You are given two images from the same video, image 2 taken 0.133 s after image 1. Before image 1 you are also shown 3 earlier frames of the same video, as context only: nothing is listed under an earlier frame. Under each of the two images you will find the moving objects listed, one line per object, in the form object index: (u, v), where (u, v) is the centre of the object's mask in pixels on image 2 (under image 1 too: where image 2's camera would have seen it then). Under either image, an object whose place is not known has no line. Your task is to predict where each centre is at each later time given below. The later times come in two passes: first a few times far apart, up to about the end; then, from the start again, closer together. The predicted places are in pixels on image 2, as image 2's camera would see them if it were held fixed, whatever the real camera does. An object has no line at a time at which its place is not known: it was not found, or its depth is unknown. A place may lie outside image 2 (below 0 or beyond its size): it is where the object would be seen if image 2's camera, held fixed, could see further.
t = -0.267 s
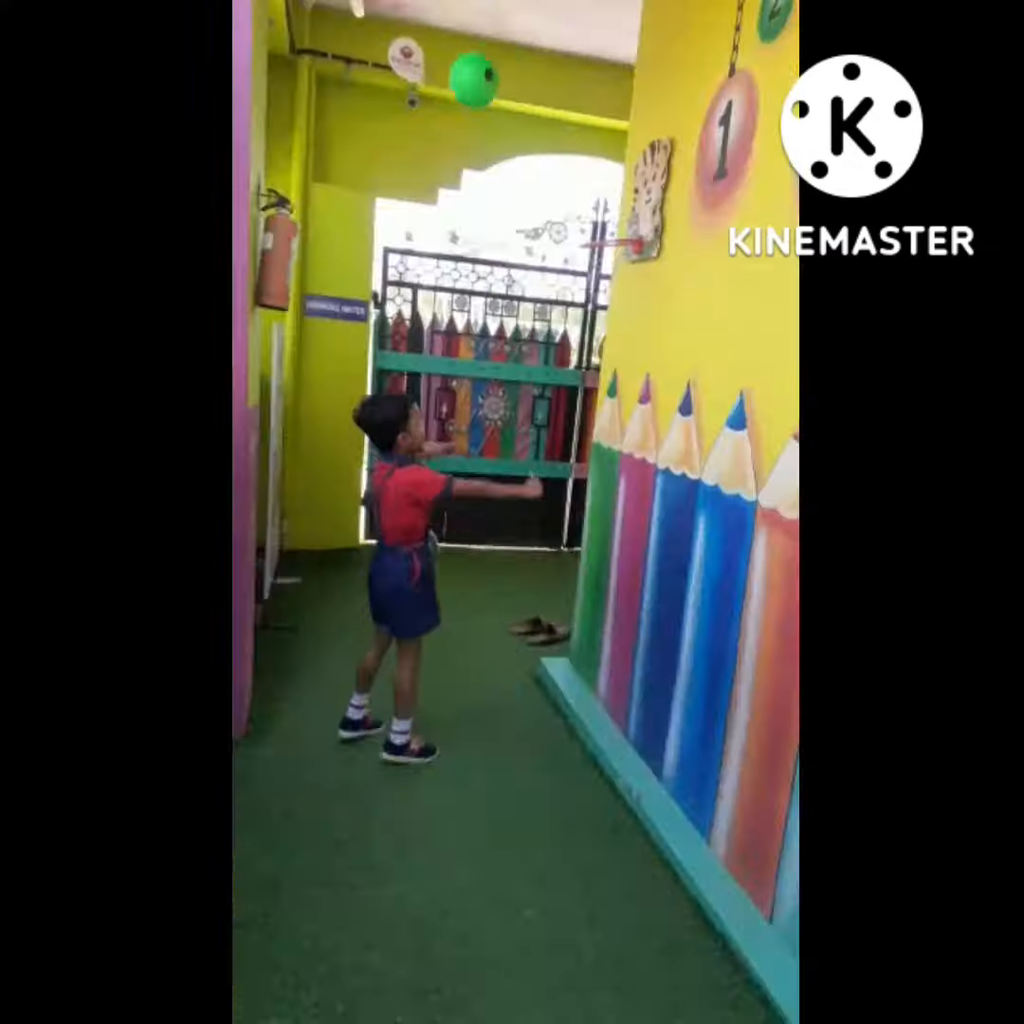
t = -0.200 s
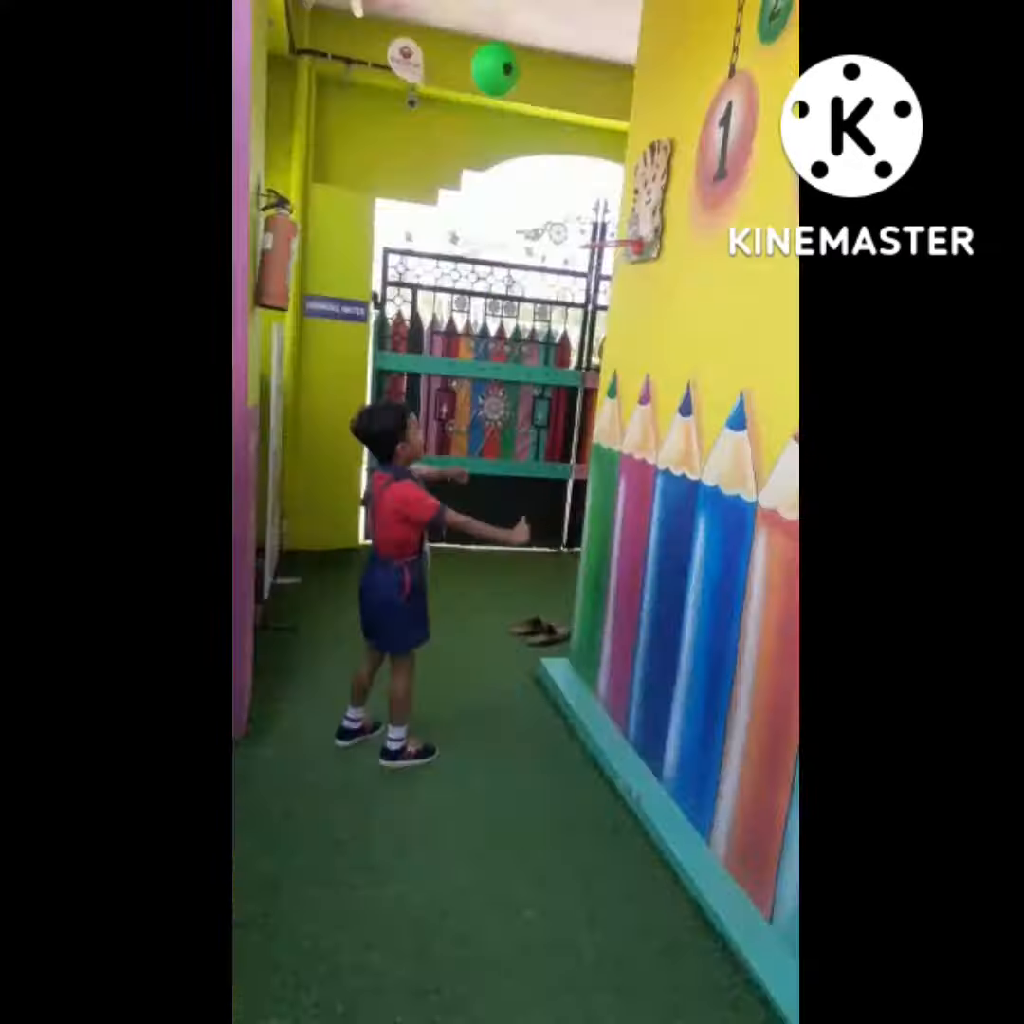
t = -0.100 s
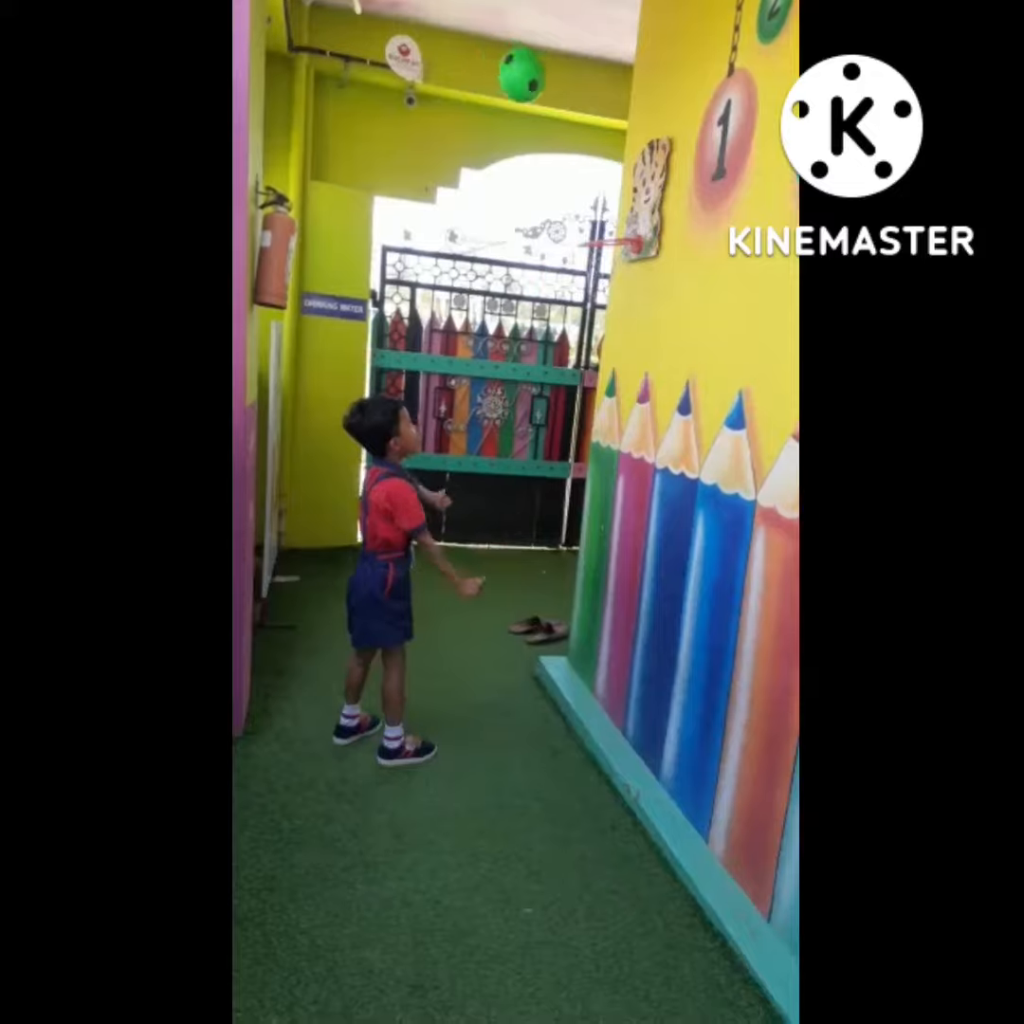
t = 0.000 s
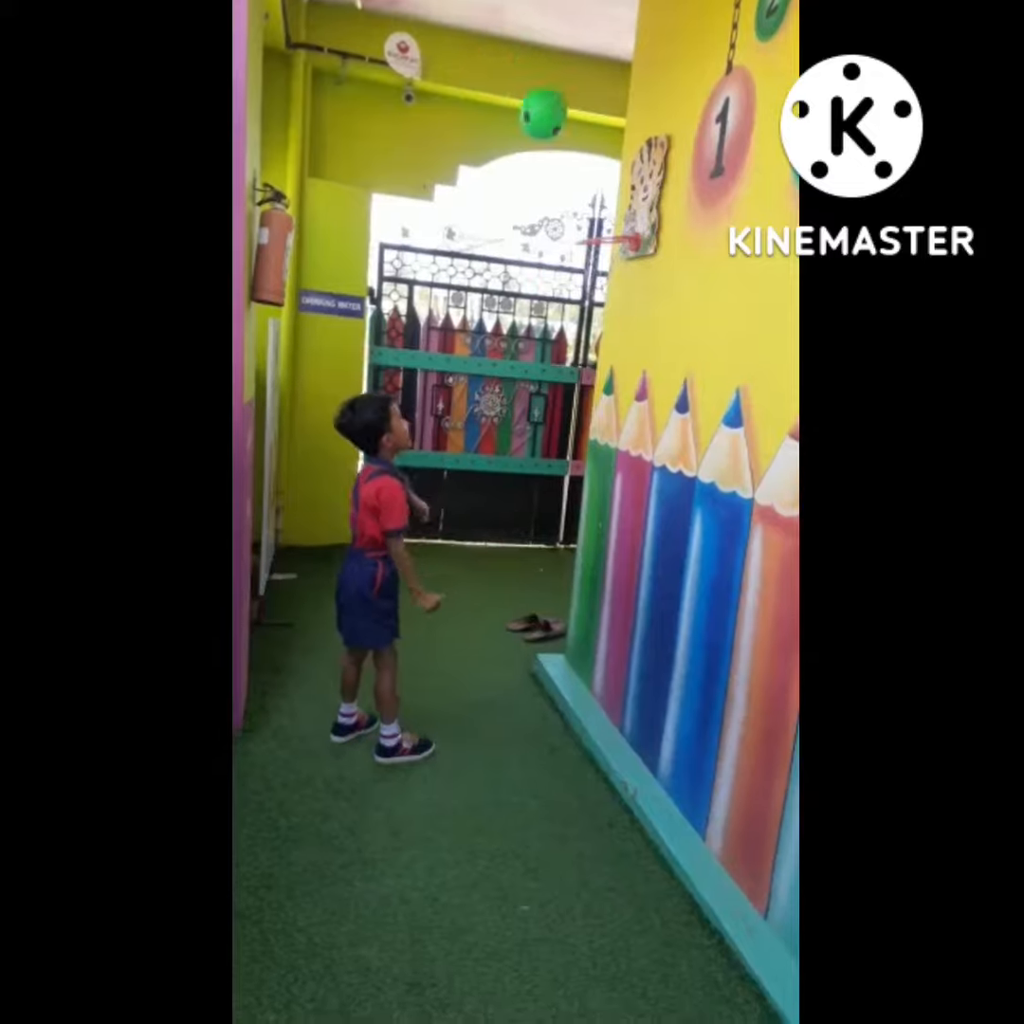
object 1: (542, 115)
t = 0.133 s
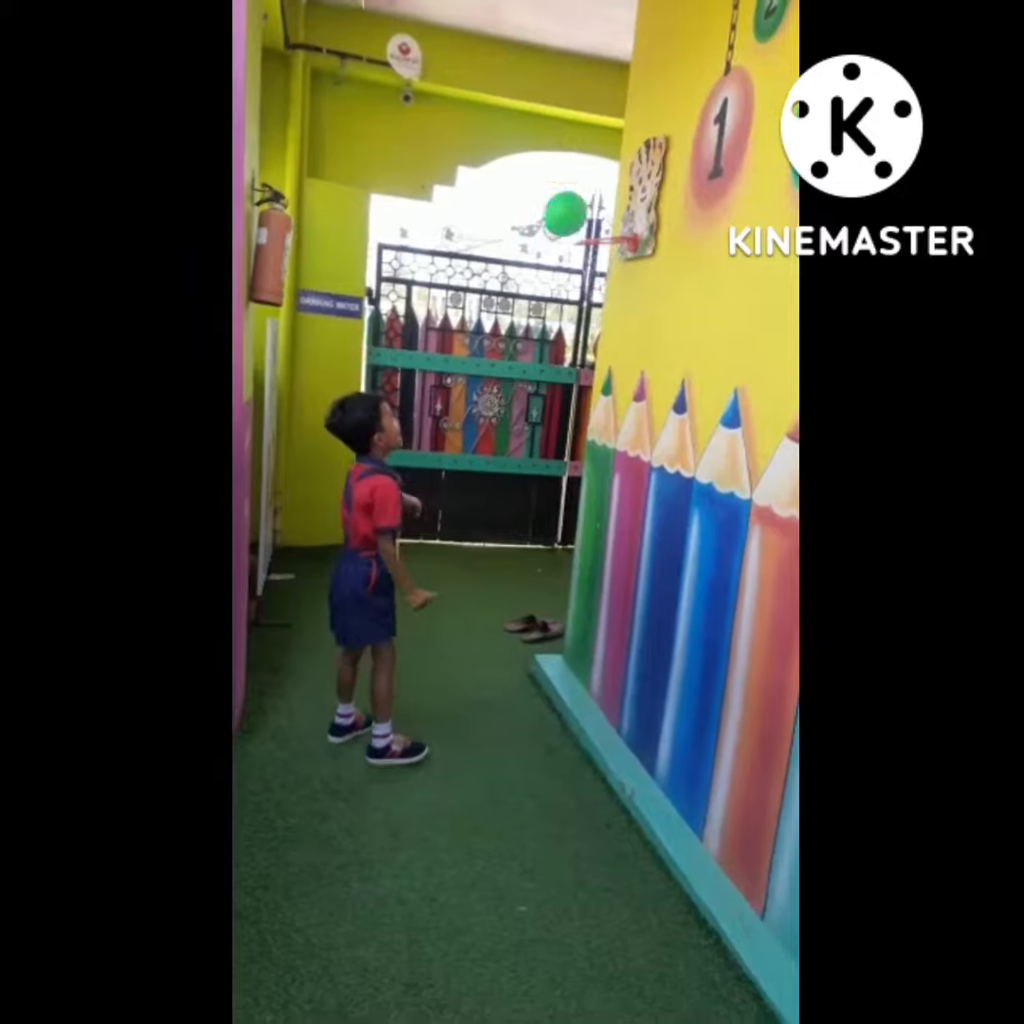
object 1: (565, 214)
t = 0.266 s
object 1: (553, 335)
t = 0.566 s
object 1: (507, 694)
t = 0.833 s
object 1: (492, 519)
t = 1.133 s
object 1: (455, 538)
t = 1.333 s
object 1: (421, 678)
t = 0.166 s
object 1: (568, 243)
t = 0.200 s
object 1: (565, 271)
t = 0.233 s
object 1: (559, 302)
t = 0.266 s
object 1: (553, 335)
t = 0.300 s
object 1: (547, 369)
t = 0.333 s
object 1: (543, 406)
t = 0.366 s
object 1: (537, 443)
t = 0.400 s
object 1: (531, 484)
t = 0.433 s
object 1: (526, 523)
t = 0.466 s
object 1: (520, 567)
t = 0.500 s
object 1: (517, 610)
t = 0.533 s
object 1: (512, 654)
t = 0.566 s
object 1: (507, 694)
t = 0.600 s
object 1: (507, 662)
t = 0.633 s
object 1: (505, 634)
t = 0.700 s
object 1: (502, 586)
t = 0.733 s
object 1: (500, 565)
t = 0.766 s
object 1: (498, 548)
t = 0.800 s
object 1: (494, 532)
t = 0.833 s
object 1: (492, 519)
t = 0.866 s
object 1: (488, 510)
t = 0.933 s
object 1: (481, 499)
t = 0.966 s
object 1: (478, 498)
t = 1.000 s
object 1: (473, 501)
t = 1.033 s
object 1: (469, 505)
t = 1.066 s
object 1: (465, 514)
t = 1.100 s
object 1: (460, 524)
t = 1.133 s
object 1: (455, 538)
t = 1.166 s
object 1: (450, 555)
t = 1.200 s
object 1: (446, 573)
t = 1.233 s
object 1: (441, 595)
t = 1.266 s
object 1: (435, 620)
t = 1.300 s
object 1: (428, 647)
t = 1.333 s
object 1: (421, 678)
